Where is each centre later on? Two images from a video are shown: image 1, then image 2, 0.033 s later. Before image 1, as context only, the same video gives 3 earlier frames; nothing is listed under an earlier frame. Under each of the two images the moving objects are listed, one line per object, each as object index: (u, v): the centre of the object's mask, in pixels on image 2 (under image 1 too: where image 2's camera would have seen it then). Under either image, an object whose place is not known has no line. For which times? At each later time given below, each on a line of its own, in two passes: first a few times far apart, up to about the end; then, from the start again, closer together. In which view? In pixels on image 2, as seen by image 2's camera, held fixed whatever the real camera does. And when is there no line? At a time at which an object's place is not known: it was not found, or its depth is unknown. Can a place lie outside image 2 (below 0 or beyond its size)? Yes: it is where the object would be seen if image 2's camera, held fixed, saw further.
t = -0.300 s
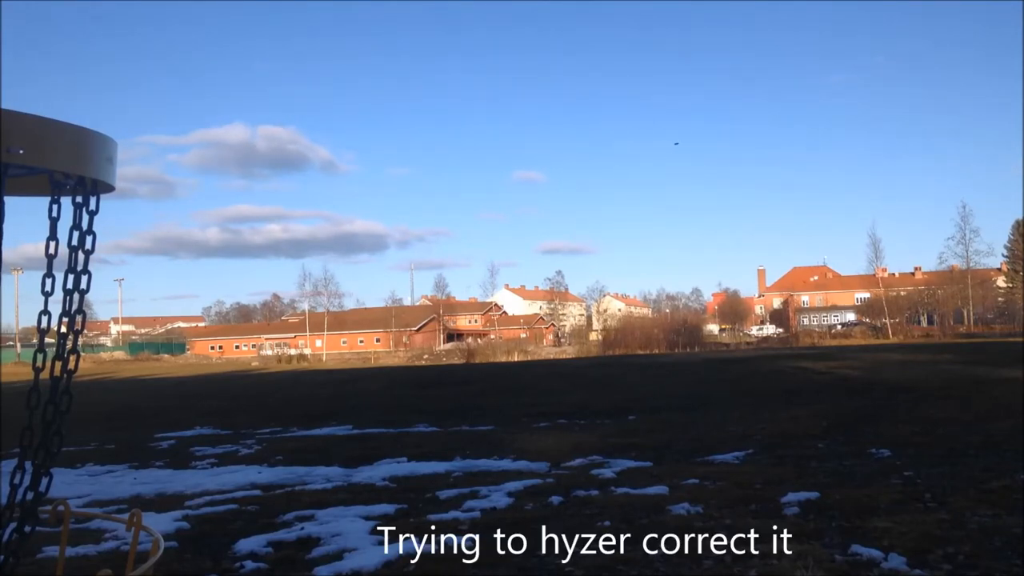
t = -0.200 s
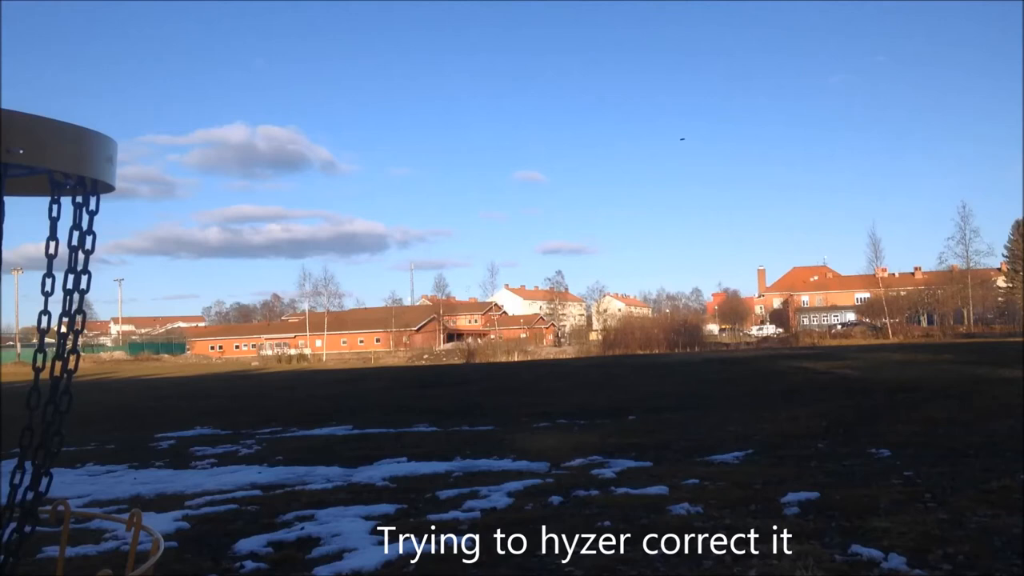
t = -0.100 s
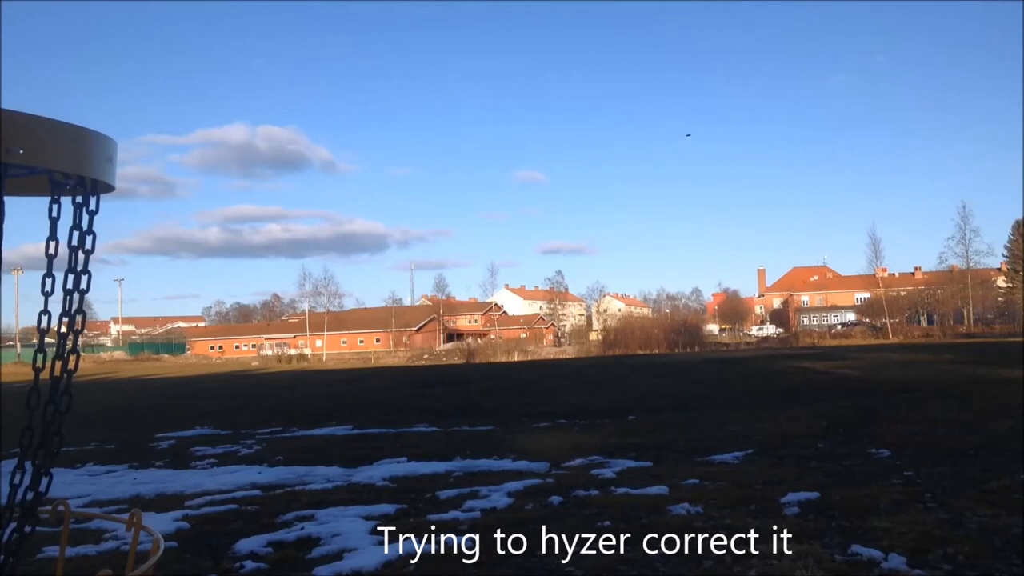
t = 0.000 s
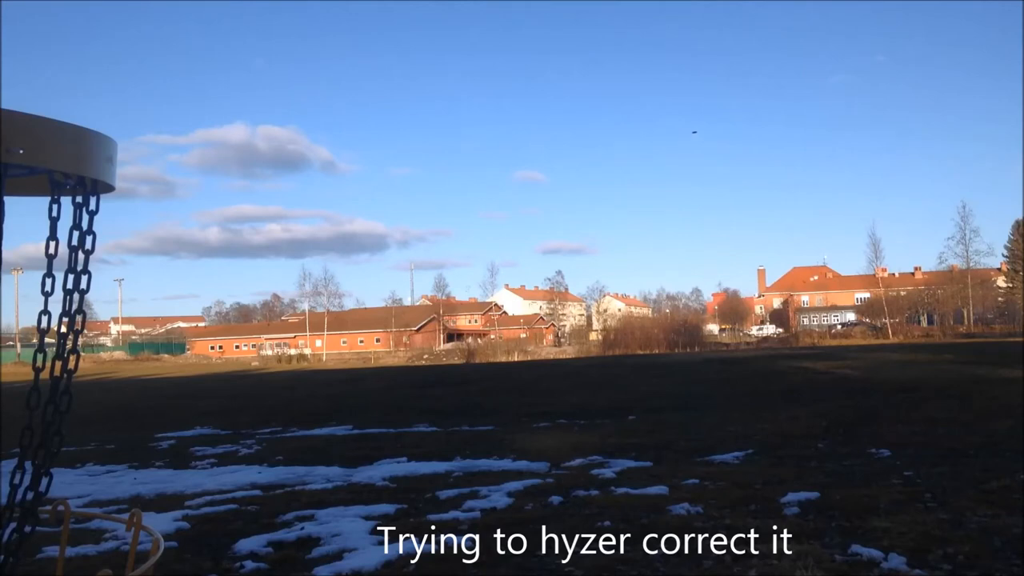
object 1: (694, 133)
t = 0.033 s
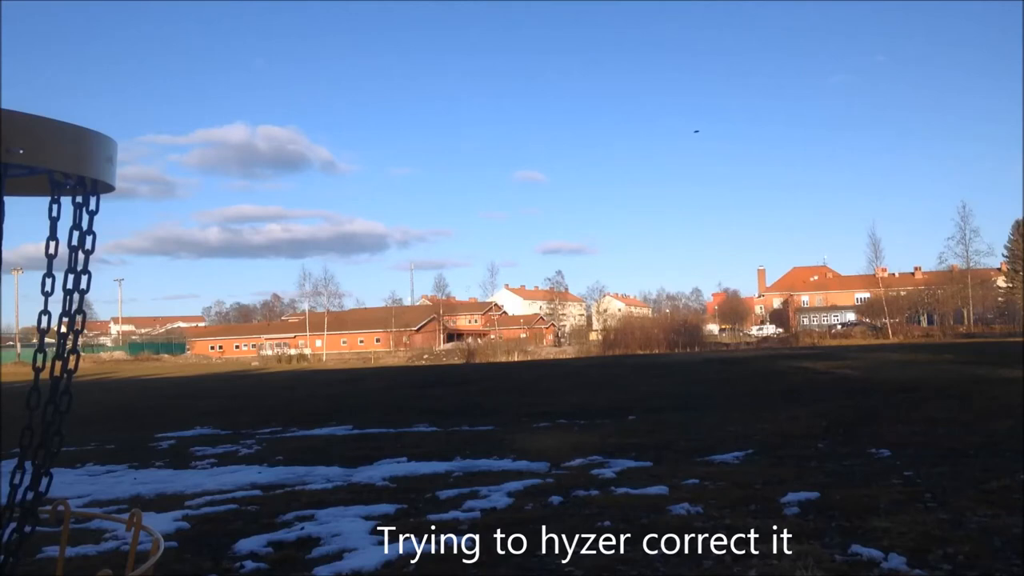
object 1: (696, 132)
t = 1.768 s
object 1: (905, 40)
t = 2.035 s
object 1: (988, 20)
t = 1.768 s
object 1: (905, 40)
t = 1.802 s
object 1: (914, 37)
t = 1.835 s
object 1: (923, 34)
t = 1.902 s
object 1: (943, 29)
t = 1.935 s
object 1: (954, 27)
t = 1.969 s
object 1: (965, 24)
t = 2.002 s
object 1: (976, 22)
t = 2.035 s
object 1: (988, 20)
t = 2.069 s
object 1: (1000, 18)
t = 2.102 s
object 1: (1013, 17)
